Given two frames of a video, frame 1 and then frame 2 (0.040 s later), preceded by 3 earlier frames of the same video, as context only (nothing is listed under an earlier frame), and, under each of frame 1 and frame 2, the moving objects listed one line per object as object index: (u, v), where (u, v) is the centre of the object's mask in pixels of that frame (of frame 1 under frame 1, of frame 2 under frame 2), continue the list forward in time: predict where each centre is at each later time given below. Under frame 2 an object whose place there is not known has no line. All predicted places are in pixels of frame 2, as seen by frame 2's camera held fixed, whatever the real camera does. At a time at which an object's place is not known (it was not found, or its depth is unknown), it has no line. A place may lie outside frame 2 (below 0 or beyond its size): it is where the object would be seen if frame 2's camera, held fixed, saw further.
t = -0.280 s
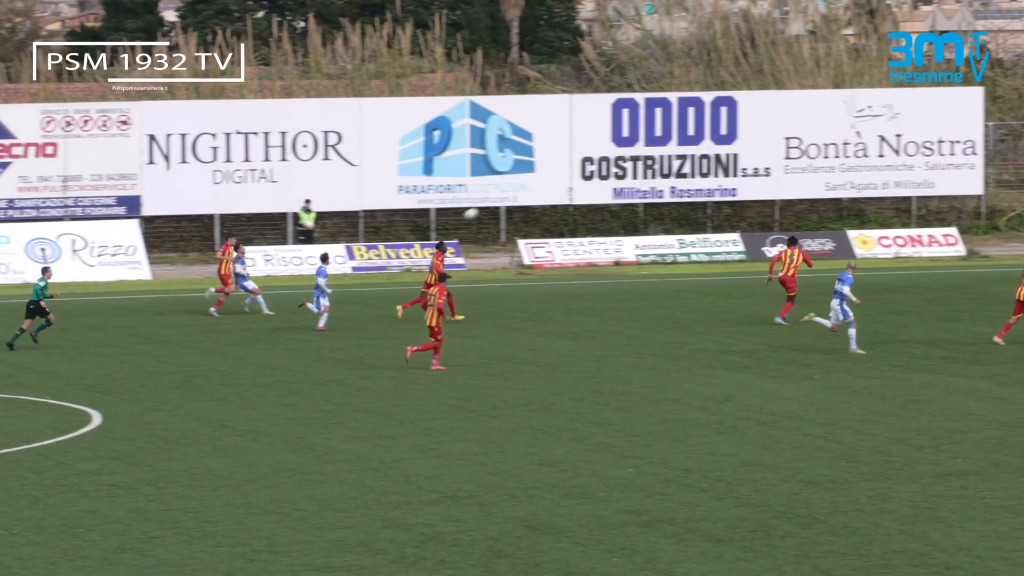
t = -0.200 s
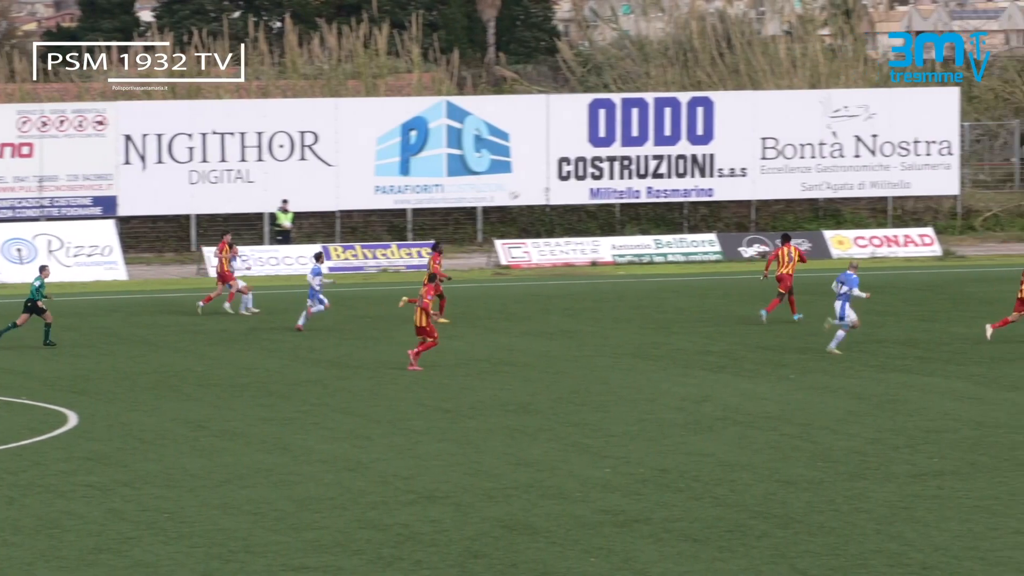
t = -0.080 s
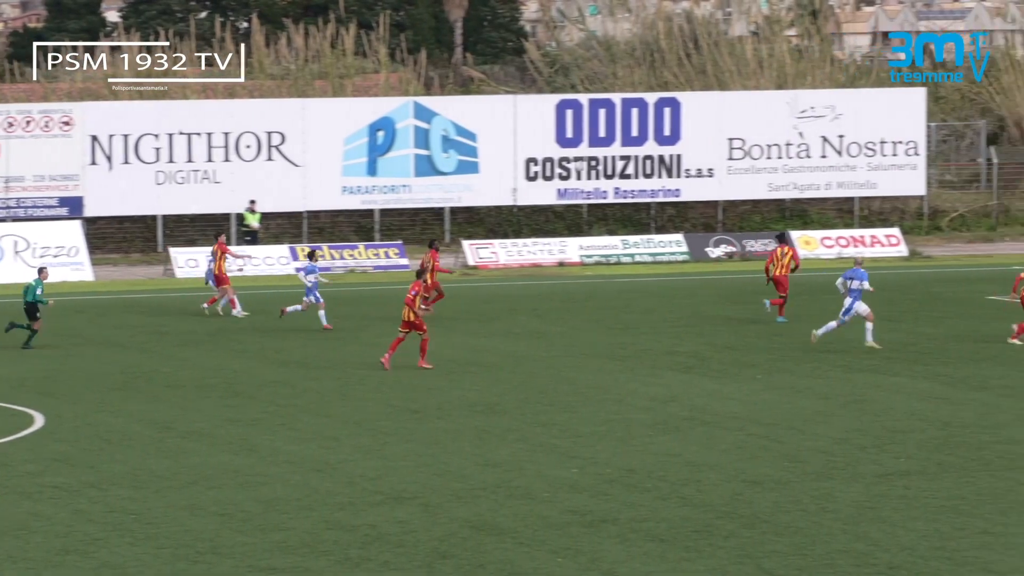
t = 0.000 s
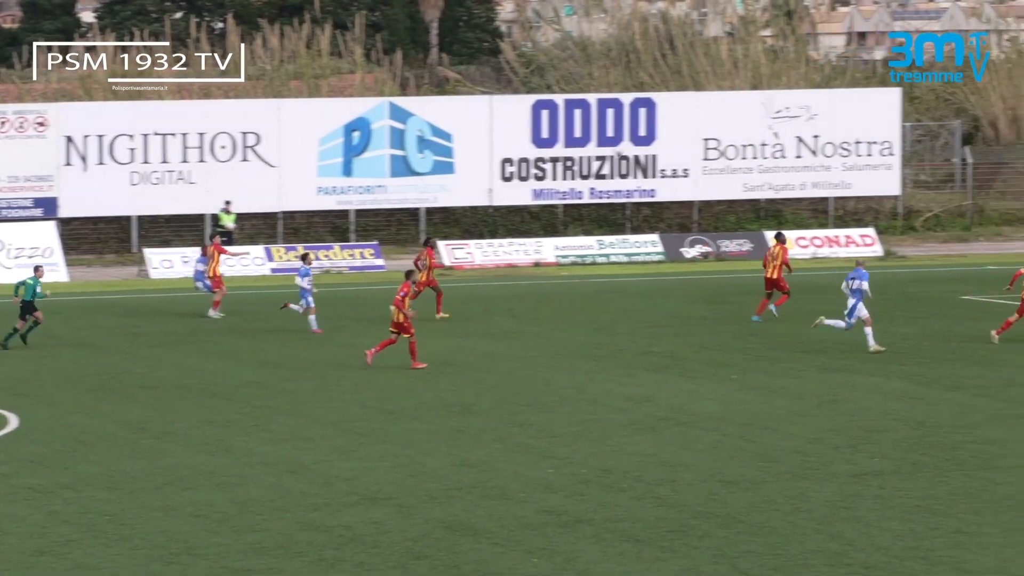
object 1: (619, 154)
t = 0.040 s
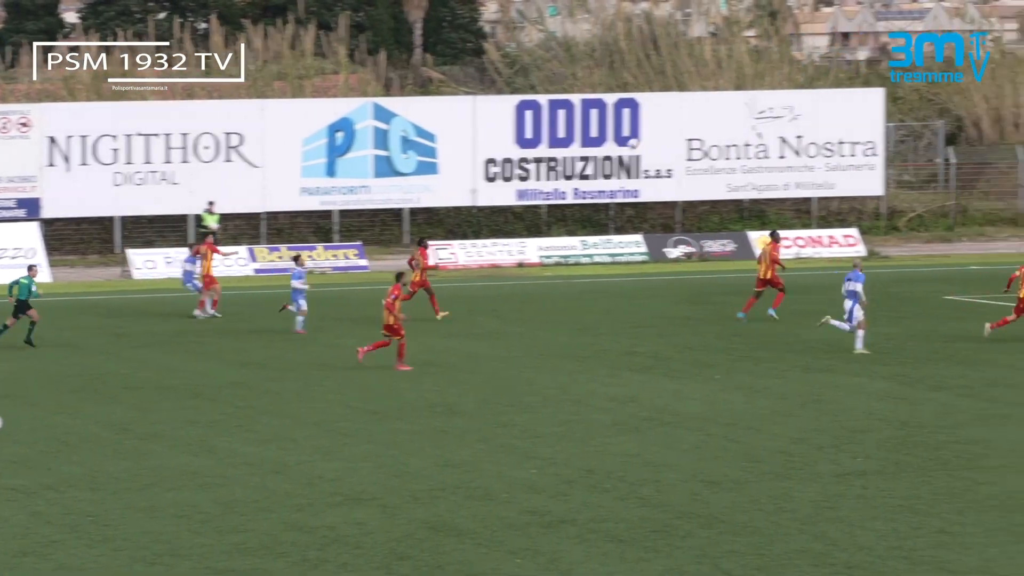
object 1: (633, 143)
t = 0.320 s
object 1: (847, 110)
